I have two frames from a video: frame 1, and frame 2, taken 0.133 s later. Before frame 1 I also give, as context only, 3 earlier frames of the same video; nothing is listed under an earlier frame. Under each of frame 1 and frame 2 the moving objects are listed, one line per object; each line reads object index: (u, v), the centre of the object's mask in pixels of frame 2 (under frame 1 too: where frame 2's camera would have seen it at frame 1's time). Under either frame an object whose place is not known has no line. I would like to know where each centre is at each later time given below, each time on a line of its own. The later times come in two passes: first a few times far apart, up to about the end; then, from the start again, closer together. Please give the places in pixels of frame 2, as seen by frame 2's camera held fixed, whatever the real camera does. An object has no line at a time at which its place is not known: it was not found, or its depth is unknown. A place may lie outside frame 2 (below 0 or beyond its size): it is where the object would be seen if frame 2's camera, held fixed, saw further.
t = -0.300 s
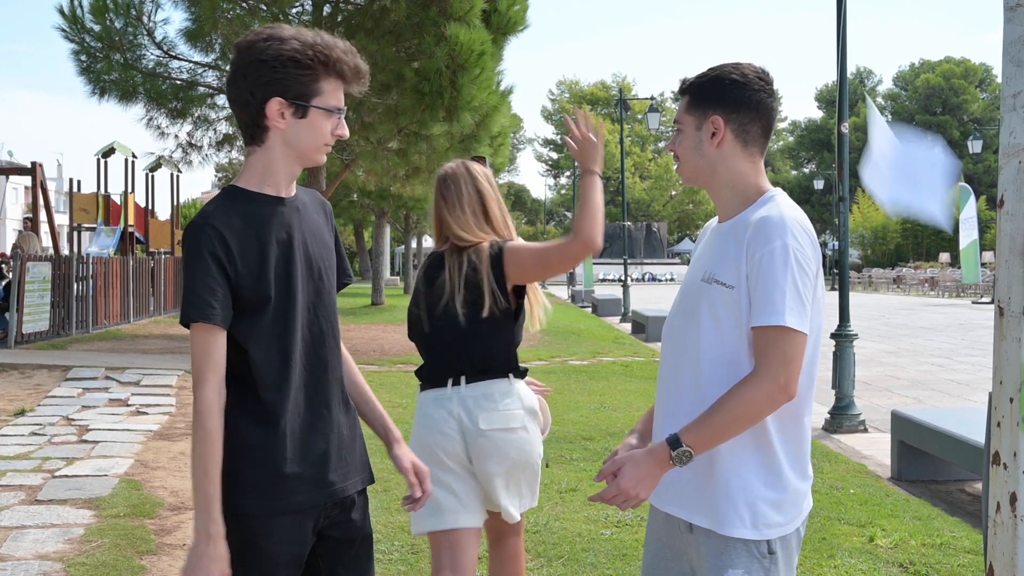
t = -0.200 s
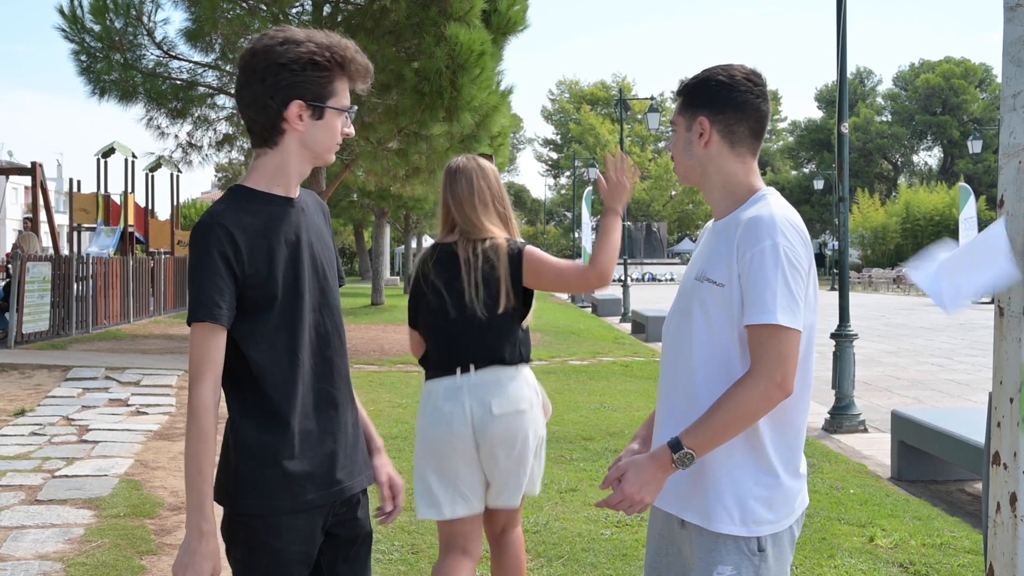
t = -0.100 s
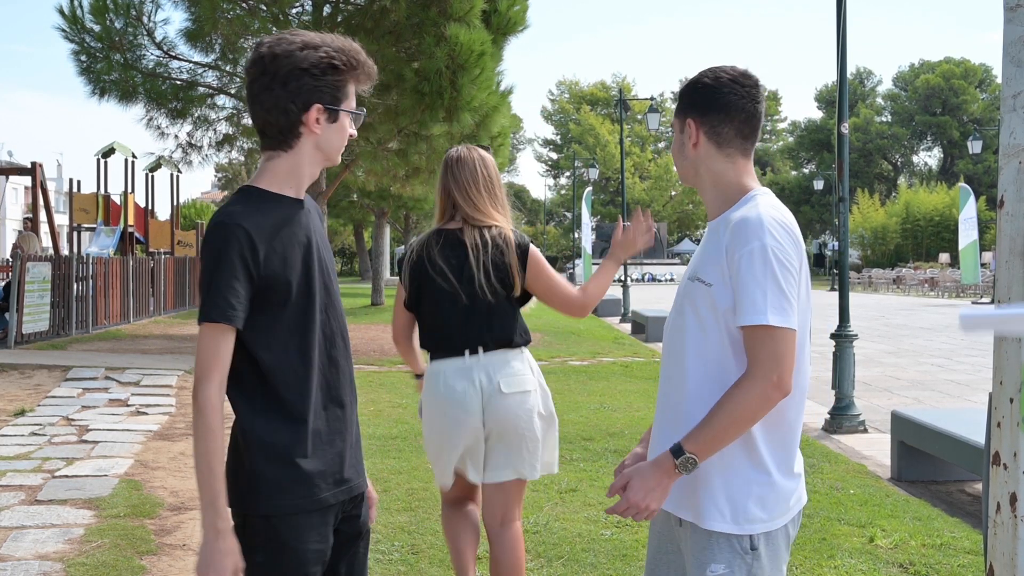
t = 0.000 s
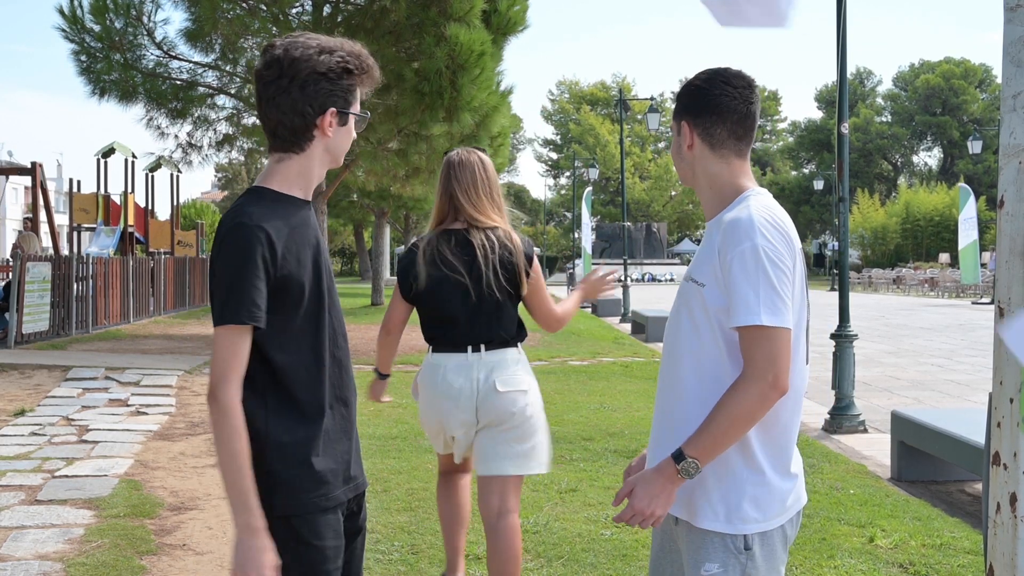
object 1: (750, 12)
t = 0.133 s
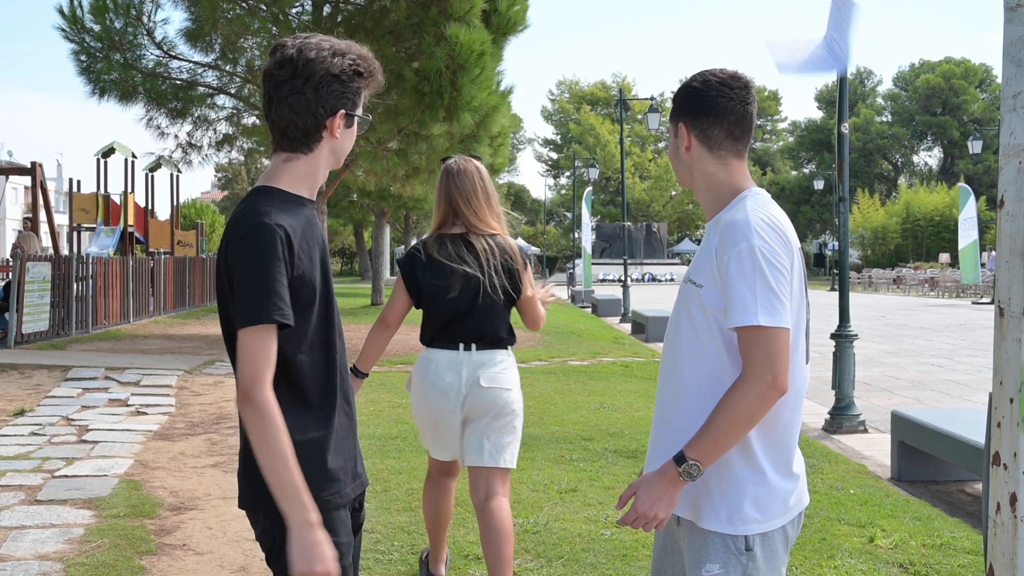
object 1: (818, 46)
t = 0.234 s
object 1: (845, 75)
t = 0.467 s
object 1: (871, 261)
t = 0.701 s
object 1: (851, 401)
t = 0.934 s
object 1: (952, 459)
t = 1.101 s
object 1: (978, 485)
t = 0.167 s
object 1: (827, 54)
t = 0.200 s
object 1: (835, 62)
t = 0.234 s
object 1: (845, 75)
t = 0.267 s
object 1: (853, 93)
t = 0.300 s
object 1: (861, 114)
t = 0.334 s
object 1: (866, 136)
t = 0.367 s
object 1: (870, 162)
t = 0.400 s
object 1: (873, 195)
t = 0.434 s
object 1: (872, 229)
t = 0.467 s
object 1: (871, 261)
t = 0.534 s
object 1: (857, 327)
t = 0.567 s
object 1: (856, 357)
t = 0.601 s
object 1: (853, 381)
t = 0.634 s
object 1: (850, 396)
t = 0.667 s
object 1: (850, 403)
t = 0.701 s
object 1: (851, 401)
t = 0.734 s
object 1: (859, 409)
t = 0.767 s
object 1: (869, 416)
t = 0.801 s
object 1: (883, 423)
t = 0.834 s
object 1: (899, 431)
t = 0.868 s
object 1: (917, 440)
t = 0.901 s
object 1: (934, 449)
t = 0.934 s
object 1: (952, 459)
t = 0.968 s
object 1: (957, 473)
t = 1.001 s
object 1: (958, 483)
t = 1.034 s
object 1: (966, 484)
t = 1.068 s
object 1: (972, 485)
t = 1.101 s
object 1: (978, 485)
